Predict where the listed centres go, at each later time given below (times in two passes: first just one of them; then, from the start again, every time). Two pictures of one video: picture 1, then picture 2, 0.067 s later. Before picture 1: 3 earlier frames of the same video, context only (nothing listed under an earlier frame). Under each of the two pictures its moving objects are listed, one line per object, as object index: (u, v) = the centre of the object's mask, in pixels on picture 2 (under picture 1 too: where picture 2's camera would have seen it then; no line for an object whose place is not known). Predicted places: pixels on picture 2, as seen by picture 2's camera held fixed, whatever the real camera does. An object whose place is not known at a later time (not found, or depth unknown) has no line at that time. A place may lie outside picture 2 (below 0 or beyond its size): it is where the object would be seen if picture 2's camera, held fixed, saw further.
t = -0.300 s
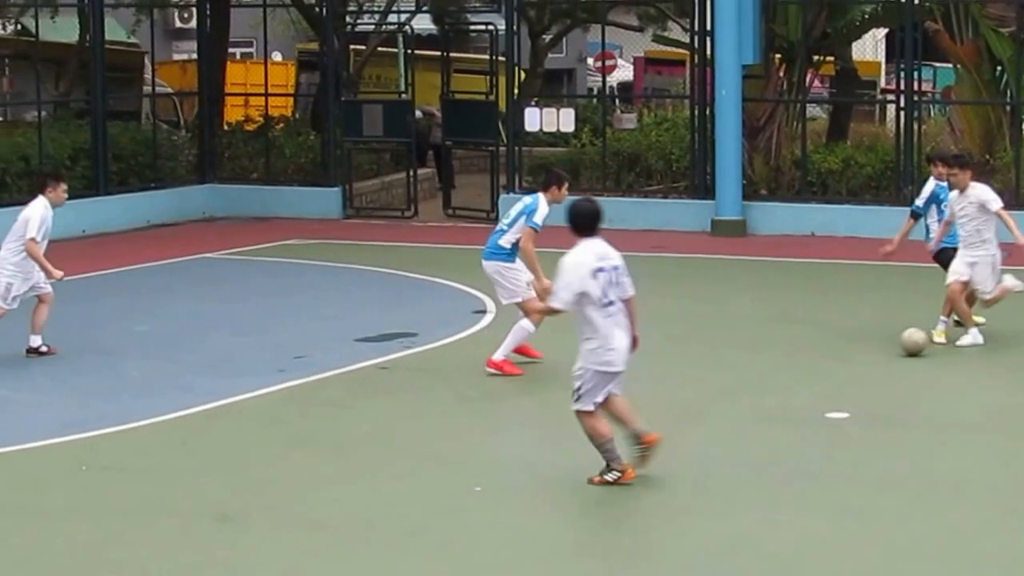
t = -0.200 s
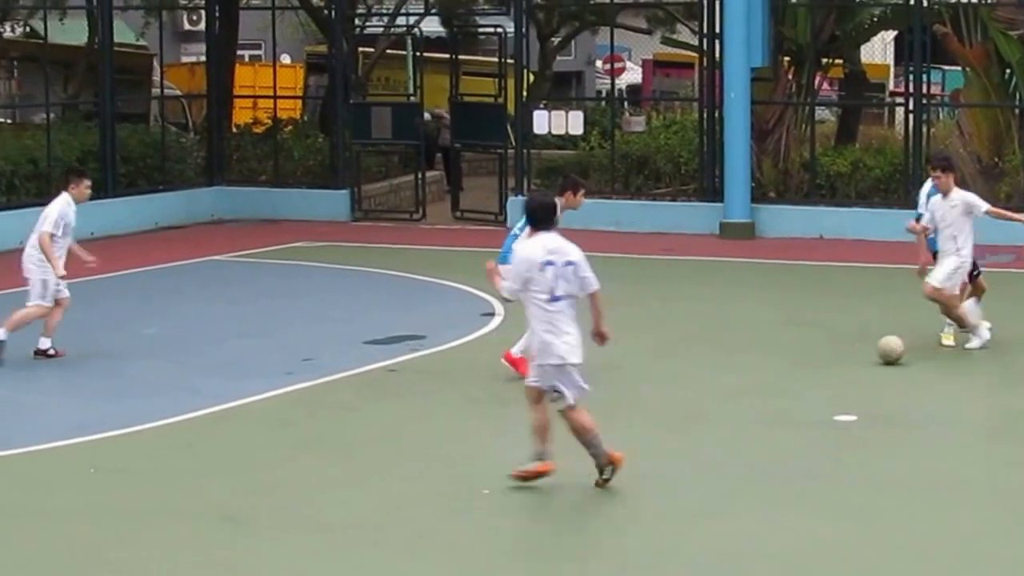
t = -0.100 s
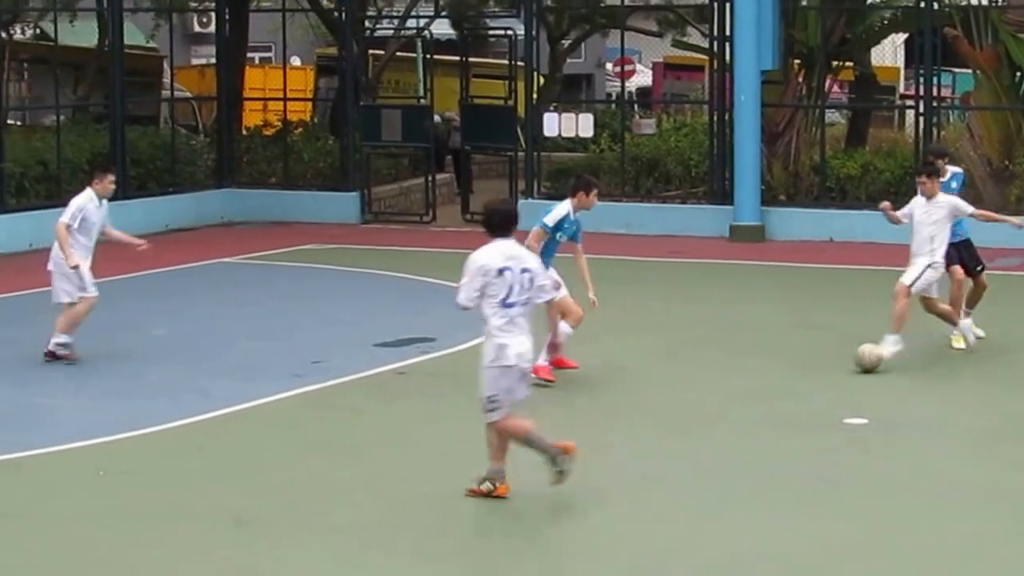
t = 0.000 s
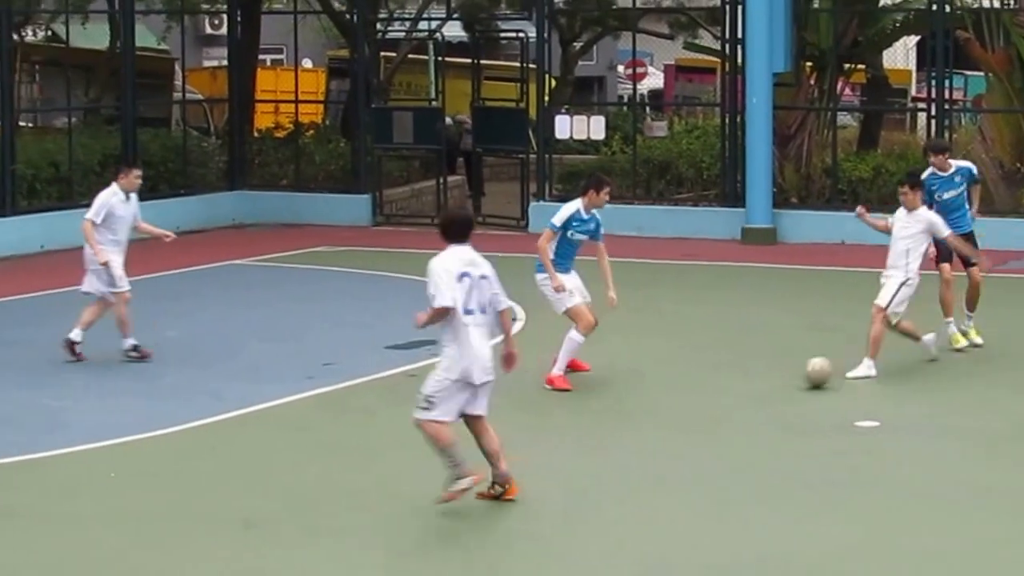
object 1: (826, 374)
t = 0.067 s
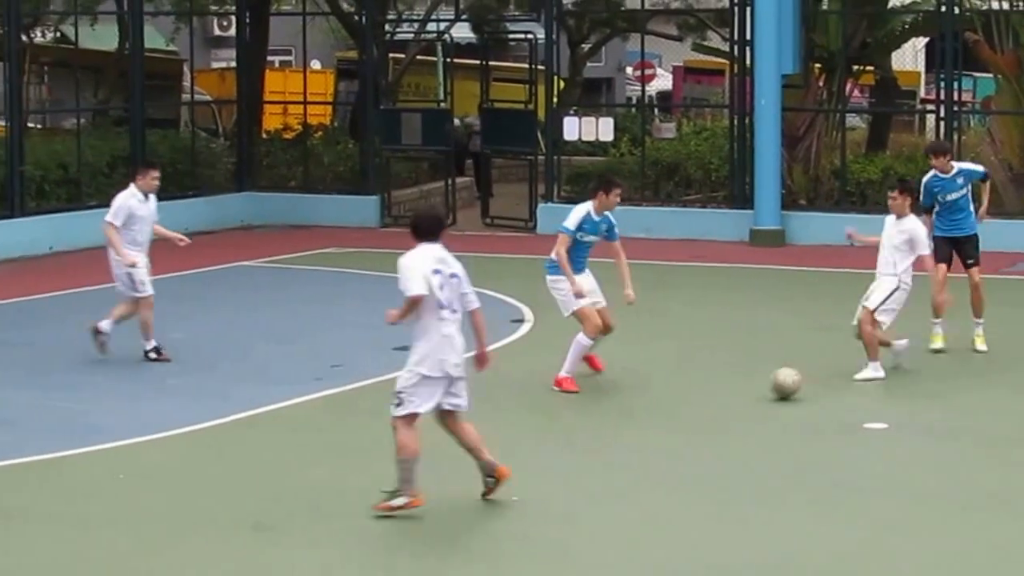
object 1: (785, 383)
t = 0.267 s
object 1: (672, 408)
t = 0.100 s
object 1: (765, 388)
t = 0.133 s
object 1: (746, 392)
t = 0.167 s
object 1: (727, 396)
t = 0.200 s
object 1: (708, 401)
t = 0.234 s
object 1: (690, 404)
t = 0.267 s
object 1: (672, 408)
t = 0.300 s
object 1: (654, 410)
